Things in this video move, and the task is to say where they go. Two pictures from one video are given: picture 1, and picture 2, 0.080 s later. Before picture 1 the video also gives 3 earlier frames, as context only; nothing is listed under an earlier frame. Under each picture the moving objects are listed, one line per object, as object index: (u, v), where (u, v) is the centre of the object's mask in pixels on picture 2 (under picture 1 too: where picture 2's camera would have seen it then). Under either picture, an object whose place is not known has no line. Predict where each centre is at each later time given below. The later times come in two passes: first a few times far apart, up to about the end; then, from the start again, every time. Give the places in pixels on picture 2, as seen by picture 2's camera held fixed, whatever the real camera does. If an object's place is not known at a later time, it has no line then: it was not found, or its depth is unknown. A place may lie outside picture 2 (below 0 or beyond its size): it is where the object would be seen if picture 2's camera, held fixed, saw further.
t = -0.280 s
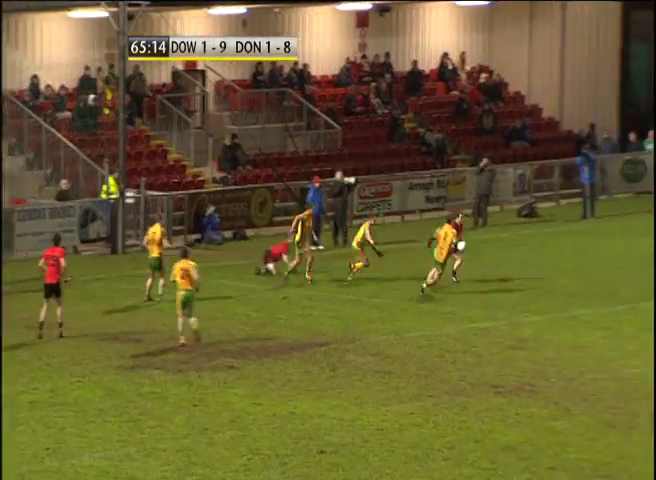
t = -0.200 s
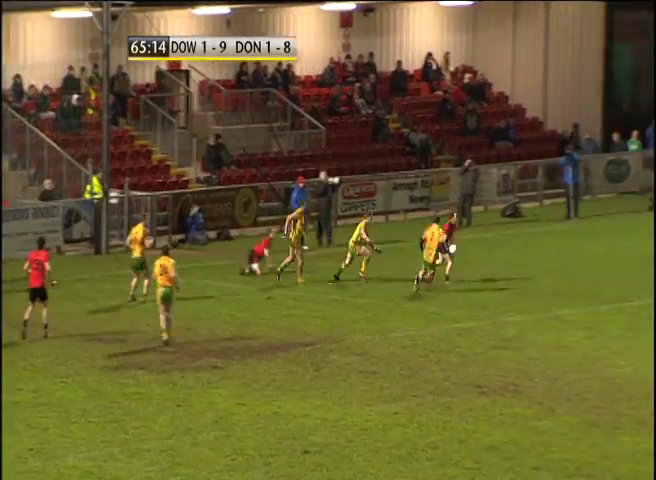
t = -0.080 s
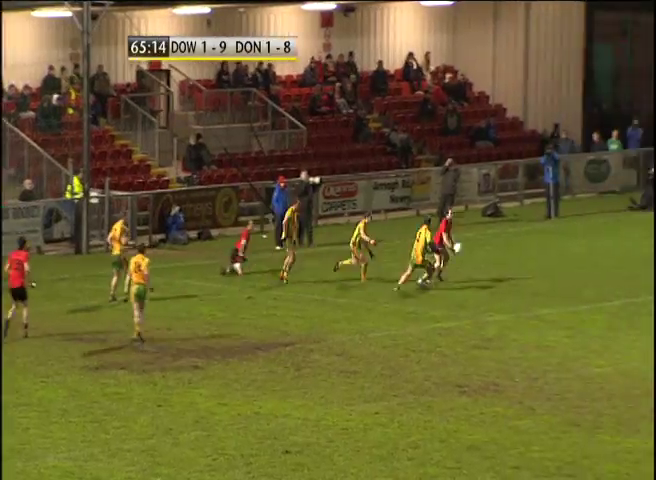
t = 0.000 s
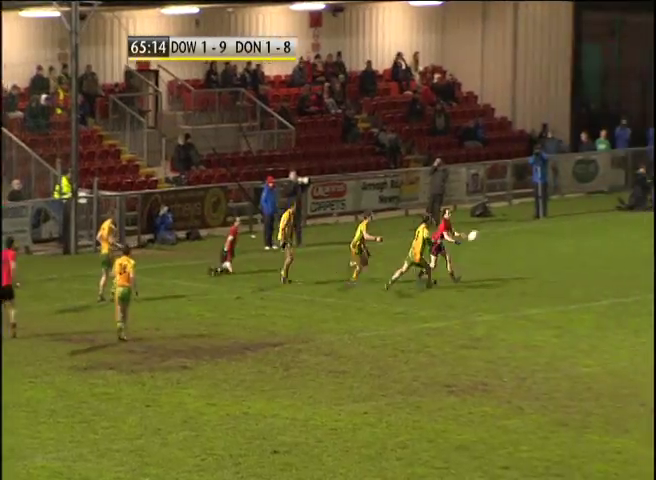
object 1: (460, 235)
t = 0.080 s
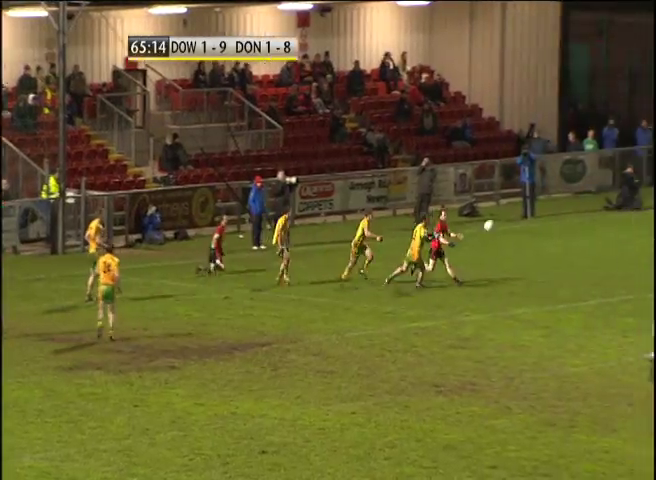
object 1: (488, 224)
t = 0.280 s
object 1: (559, 213)
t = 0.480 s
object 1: (630, 222)
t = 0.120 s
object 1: (502, 221)
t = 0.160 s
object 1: (516, 217)
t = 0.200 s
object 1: (530, 215)
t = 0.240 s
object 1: (545, 213)
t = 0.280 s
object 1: (559, 213)
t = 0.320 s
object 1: (573, 213)
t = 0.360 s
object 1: (588, 214)
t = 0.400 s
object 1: (601, 216)
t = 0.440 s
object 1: (616, 218)
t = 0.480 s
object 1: (630, 222)
